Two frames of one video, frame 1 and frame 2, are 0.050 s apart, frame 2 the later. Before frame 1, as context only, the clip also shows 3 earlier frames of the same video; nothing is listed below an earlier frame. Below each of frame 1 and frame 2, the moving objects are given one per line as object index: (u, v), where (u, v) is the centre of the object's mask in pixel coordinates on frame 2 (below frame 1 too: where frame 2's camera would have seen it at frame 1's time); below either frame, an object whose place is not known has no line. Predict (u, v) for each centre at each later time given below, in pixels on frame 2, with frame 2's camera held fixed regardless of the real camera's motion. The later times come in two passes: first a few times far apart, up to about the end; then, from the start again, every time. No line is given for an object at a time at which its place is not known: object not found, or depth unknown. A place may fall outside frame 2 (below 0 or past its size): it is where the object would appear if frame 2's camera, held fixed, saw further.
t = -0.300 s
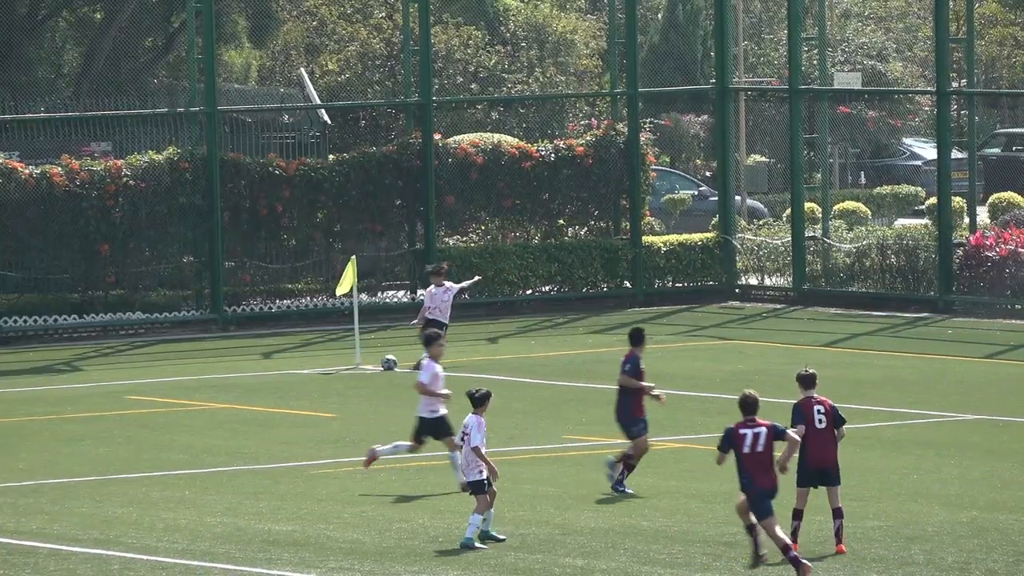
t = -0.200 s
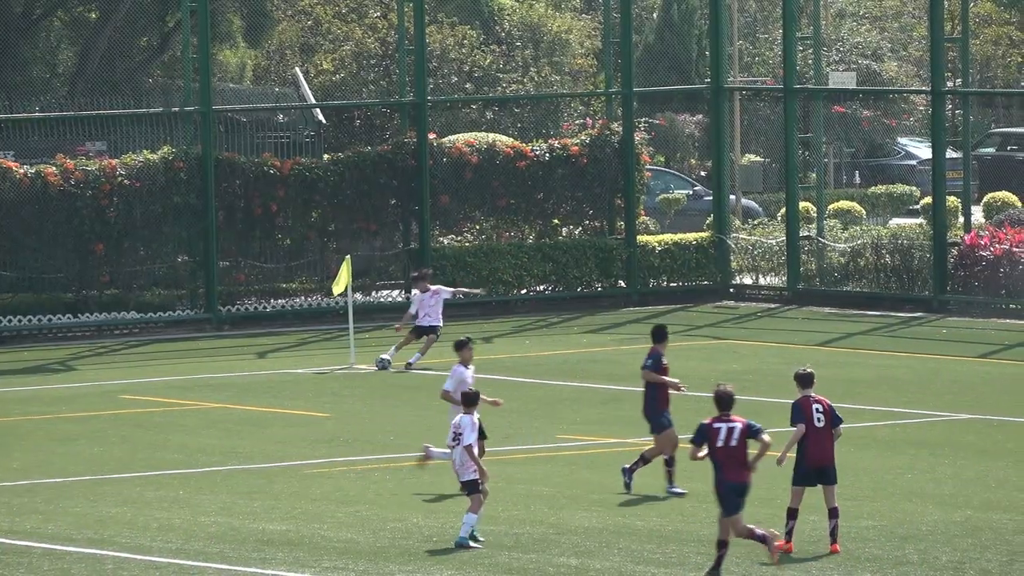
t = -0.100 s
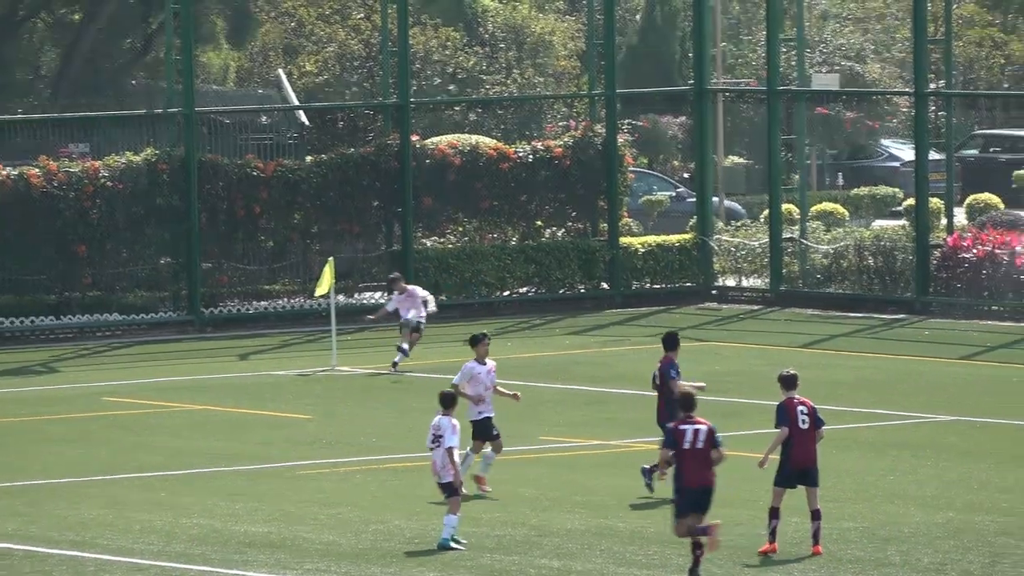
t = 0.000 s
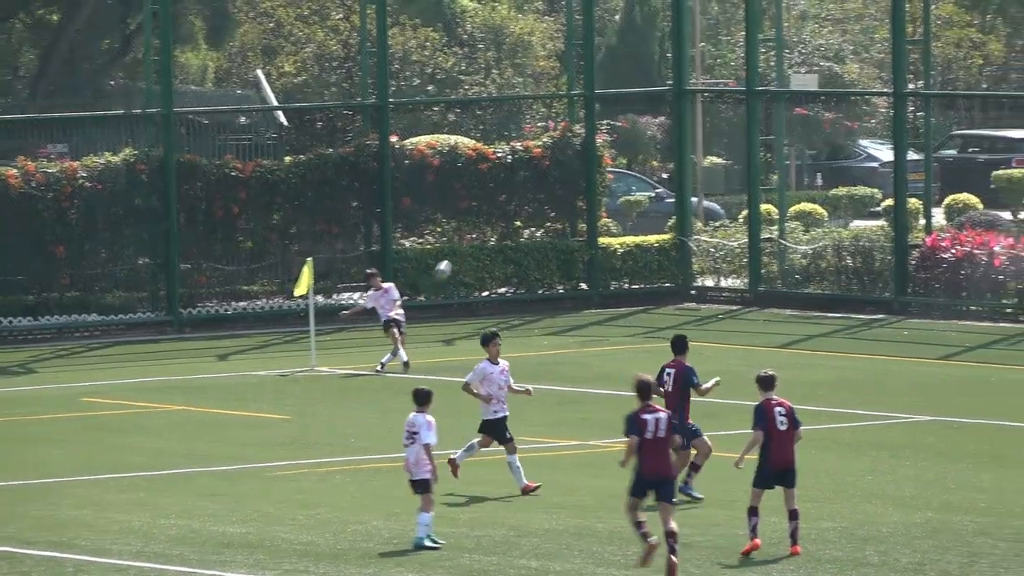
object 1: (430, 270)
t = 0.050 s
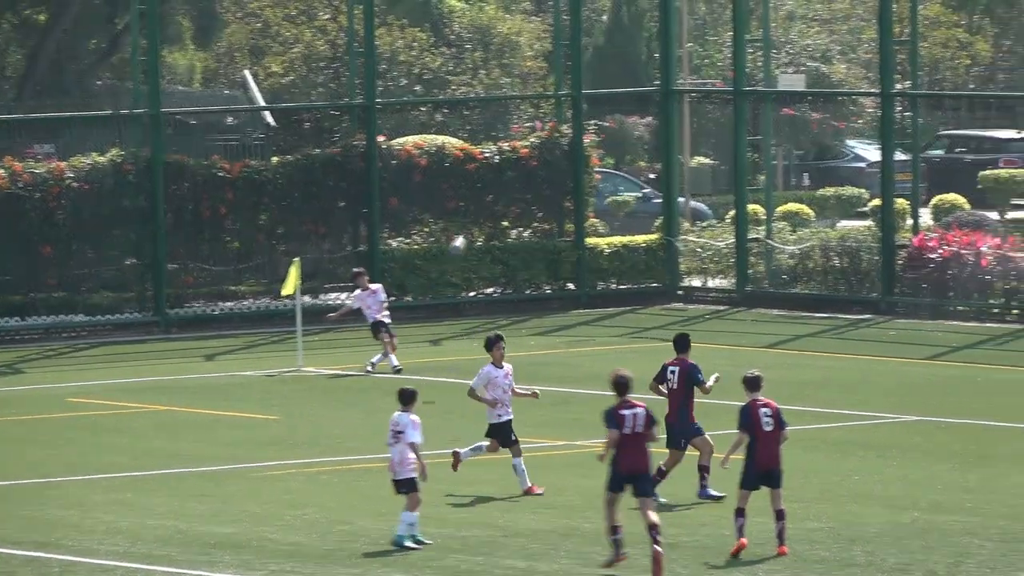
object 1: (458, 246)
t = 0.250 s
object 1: (571, 165)
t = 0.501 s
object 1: (727, 84)
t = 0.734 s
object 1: (885, 37)
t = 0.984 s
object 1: (1073, 20)
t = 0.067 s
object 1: (468, 237)
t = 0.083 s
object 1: (476, 233)
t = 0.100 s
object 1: (486, 224)
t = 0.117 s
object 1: (495, 218)
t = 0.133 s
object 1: (504, 211)
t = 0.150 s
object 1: (514, 204)
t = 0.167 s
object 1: (523, 199)
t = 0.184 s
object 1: (533, 191)
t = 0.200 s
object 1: (543, 185)
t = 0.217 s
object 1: (552, 178)
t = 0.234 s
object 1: (562, 172)
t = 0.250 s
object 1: (571, 165)
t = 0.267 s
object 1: (582, 158)
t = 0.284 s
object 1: (592, 152)
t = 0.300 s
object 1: (601, 146)
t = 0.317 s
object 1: (613, 140)
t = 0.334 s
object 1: (622, 134)
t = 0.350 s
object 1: (633, 129)
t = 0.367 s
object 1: (642, 124)
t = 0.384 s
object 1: (652, 118)
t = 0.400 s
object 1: (662, 113)
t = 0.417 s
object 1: (673, 107)
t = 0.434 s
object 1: (684, 103)
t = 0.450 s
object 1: (694, 98)
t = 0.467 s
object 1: (705, 93)
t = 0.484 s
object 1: (716, 89)
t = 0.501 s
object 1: (727, 84)
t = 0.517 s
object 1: (736, 80)
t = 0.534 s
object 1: (747, 77)
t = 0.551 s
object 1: (758, 71)
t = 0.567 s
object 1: (769, 69)
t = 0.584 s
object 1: (781, 65)
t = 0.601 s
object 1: (792, 62)
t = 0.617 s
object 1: (803, 58)
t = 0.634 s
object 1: (814, 55)
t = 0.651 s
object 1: (826, 52)
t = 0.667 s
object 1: (837, 49)
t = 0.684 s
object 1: (849, 46)
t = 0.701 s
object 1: (860, 43)
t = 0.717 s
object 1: (873, 41)
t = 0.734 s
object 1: (885, 37)
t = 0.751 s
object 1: (896, 35)
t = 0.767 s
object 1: (908, 33)
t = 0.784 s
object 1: (920, 31)
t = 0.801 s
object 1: (933, 30)
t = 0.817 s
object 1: (944, 27)
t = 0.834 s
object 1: (957, 27)
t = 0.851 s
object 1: (970, 25)
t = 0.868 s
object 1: (982, 24)
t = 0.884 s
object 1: (995, 23)
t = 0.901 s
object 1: (1007, 22)
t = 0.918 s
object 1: (1020, 20)
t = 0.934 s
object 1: (1035, 19)
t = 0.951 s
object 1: (1047, 20)
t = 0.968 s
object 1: (1060, 19)
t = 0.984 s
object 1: (1073, 20)
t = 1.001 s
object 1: (1087, 20)
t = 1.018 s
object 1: (1101, 20)
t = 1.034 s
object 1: (1114, 21)
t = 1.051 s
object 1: (1128, 21)
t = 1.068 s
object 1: (1142, 23)
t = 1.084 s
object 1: (1157, 23)
